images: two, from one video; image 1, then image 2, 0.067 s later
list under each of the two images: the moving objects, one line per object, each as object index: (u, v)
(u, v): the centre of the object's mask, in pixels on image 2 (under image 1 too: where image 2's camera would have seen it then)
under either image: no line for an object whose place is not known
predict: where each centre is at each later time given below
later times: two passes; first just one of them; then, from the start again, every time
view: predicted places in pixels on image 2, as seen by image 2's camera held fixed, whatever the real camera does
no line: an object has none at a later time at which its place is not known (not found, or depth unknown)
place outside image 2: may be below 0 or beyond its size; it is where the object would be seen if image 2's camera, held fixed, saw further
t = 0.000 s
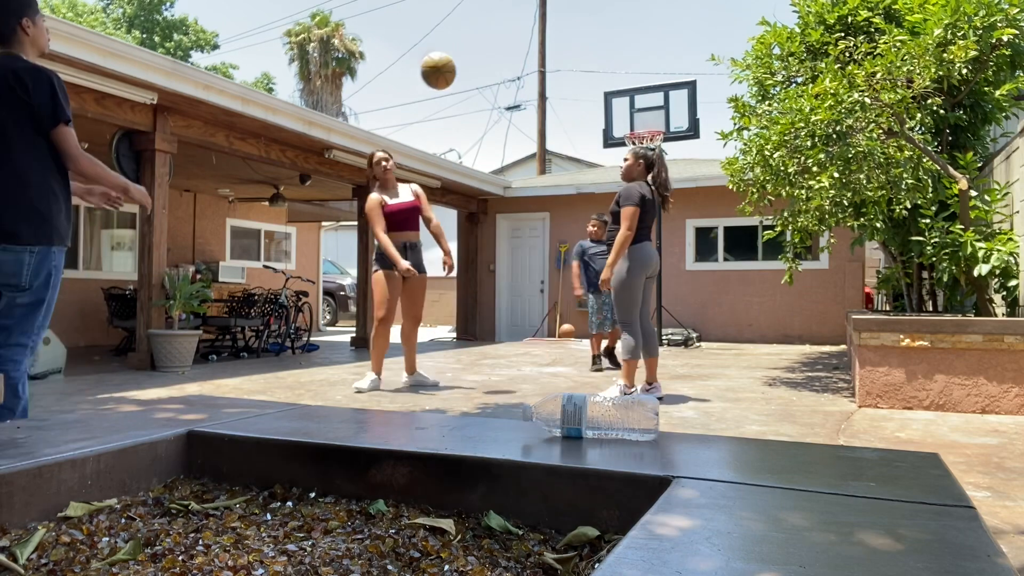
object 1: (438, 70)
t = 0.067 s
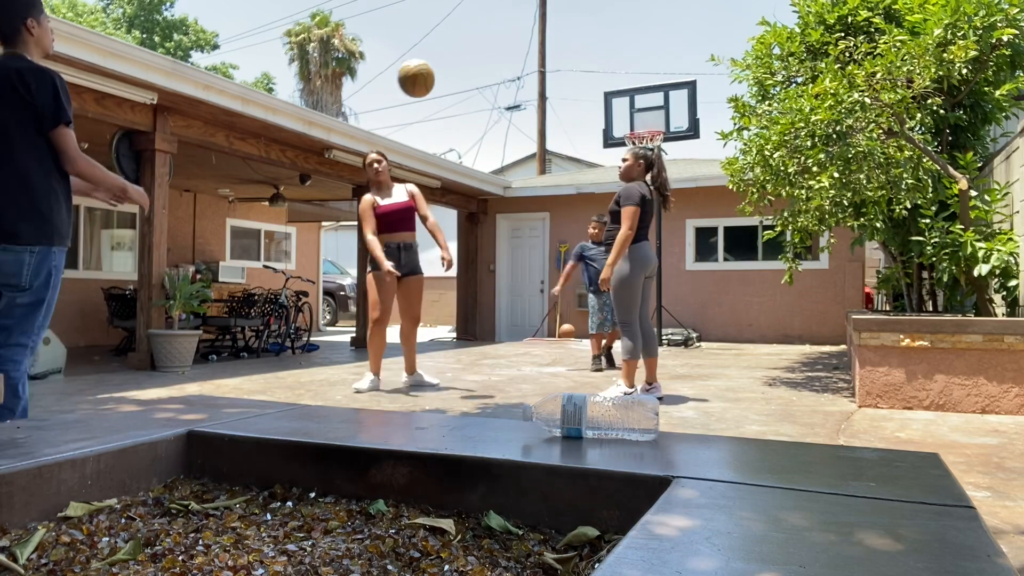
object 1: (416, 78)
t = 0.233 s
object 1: (351, 134)
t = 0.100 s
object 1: (404, 85)
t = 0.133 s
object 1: (392, 93)
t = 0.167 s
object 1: (379, 104)
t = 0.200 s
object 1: (365, 118)
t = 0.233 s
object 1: (351, 134)
